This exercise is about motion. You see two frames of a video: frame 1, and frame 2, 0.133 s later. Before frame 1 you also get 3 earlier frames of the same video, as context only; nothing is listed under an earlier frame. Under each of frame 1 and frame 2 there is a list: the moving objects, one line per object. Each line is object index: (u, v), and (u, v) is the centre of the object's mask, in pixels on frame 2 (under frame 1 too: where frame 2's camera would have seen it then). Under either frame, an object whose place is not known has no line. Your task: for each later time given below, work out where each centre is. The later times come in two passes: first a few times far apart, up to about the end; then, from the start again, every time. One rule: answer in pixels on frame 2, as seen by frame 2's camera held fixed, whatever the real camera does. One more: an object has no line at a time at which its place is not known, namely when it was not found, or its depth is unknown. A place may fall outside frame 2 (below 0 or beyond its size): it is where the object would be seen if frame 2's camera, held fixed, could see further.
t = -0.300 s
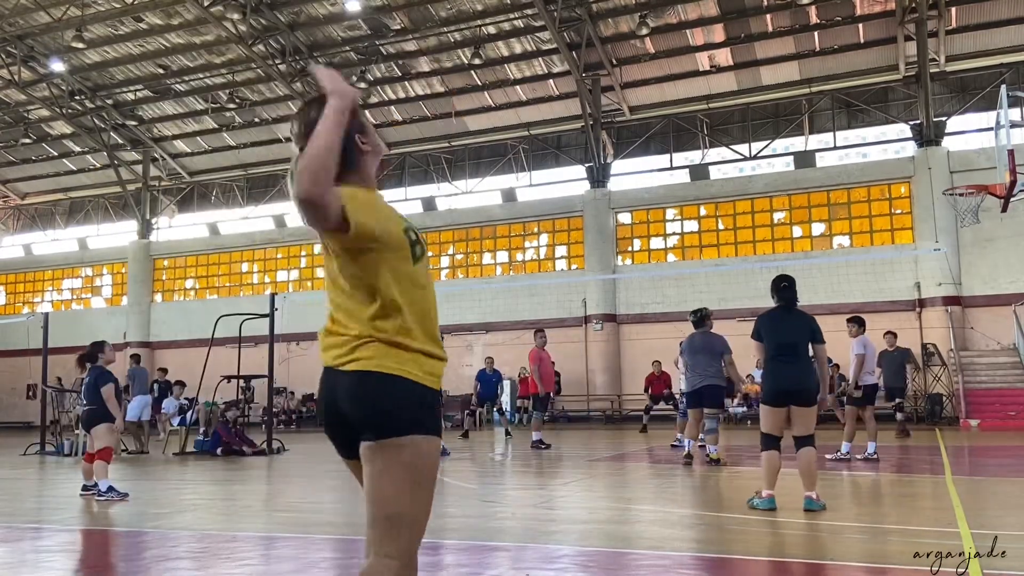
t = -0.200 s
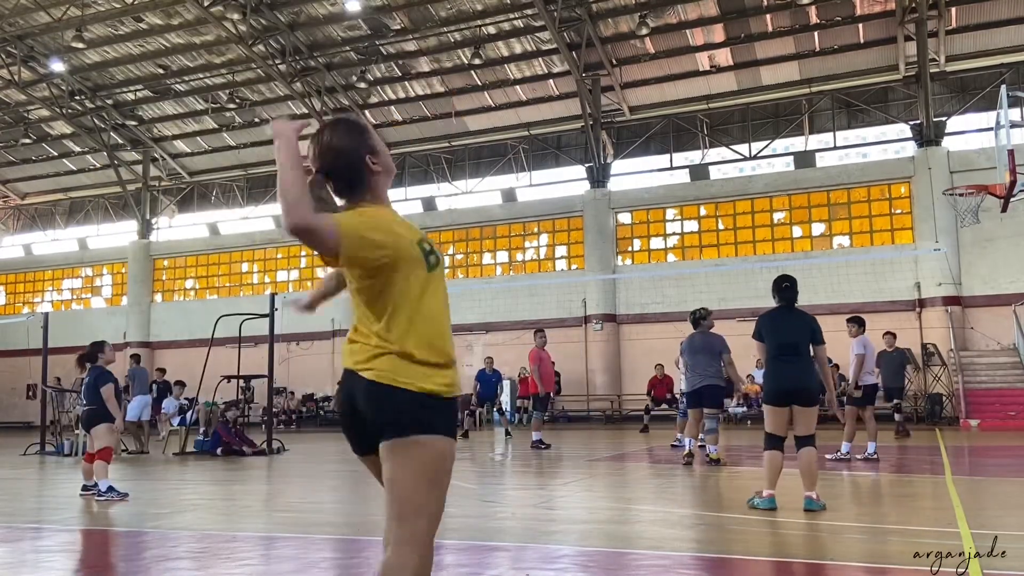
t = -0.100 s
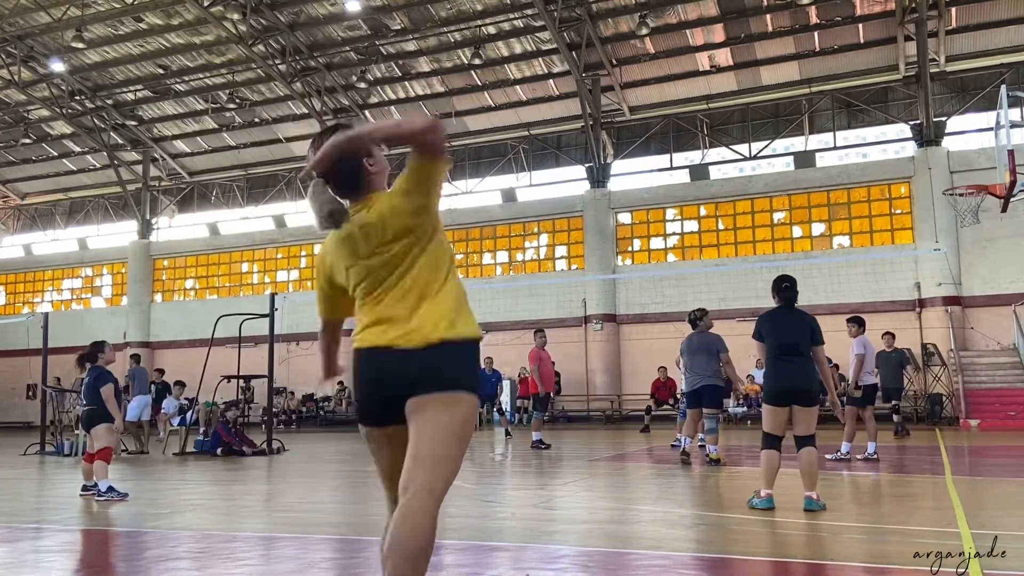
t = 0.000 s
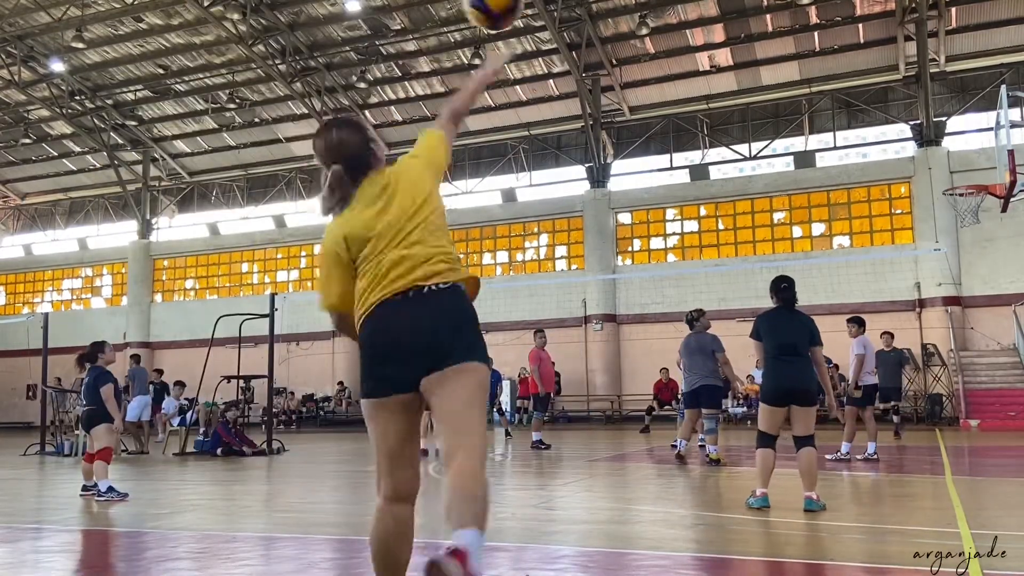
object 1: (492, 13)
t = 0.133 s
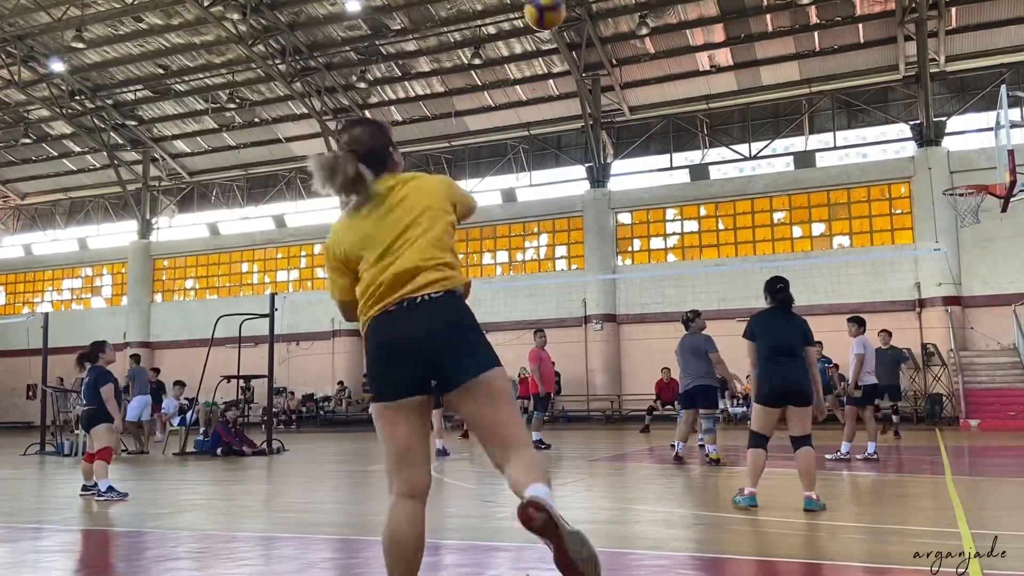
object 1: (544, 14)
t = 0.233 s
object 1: (566, 27)
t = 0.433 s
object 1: (595, 75)
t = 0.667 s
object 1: (617, 145)
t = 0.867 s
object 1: (632, 212)
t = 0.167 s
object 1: (553, 16)
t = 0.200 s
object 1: (560, 20)
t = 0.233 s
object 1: (566, 27)
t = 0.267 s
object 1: (573, 34)
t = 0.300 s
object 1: (577, 41)
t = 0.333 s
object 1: (583, 50)
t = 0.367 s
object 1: (587, 58)
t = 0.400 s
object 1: (590, 66)
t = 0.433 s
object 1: (595, 75)
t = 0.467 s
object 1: (600, 83)
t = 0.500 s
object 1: (604, 94)
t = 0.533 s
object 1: (606, 104)
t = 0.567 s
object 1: (610, 114)
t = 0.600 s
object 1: (612, 126)
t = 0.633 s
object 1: (615, 136)
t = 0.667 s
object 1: (617, 145)
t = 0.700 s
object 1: (620, 155)
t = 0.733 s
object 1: (622, 167)
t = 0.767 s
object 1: (625, 178)
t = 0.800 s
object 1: (628, 189)
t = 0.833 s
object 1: (630, 200)
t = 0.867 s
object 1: (632, 212)
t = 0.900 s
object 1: (635, 223)
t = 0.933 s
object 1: (637, 234)
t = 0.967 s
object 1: (638, 245)
